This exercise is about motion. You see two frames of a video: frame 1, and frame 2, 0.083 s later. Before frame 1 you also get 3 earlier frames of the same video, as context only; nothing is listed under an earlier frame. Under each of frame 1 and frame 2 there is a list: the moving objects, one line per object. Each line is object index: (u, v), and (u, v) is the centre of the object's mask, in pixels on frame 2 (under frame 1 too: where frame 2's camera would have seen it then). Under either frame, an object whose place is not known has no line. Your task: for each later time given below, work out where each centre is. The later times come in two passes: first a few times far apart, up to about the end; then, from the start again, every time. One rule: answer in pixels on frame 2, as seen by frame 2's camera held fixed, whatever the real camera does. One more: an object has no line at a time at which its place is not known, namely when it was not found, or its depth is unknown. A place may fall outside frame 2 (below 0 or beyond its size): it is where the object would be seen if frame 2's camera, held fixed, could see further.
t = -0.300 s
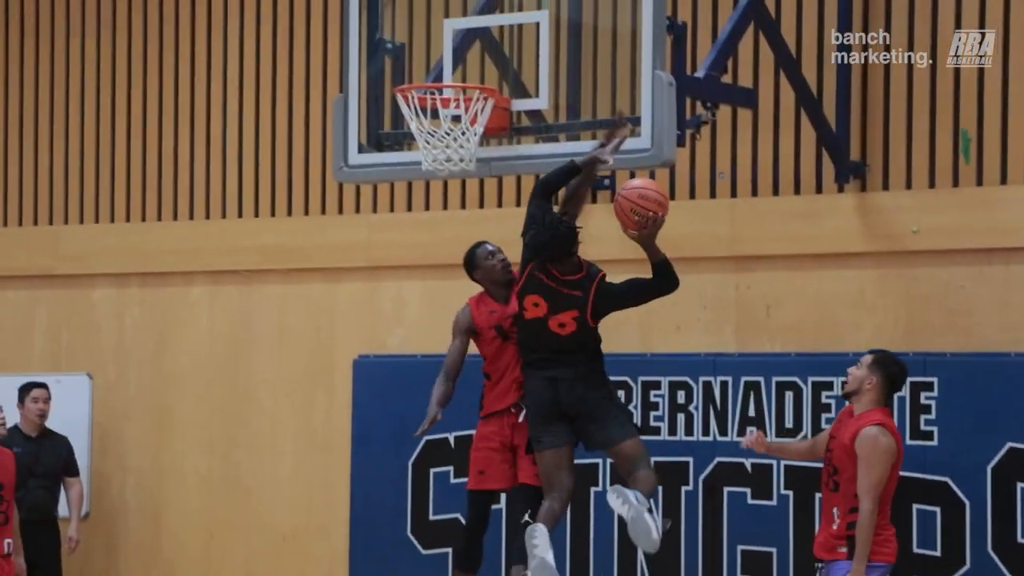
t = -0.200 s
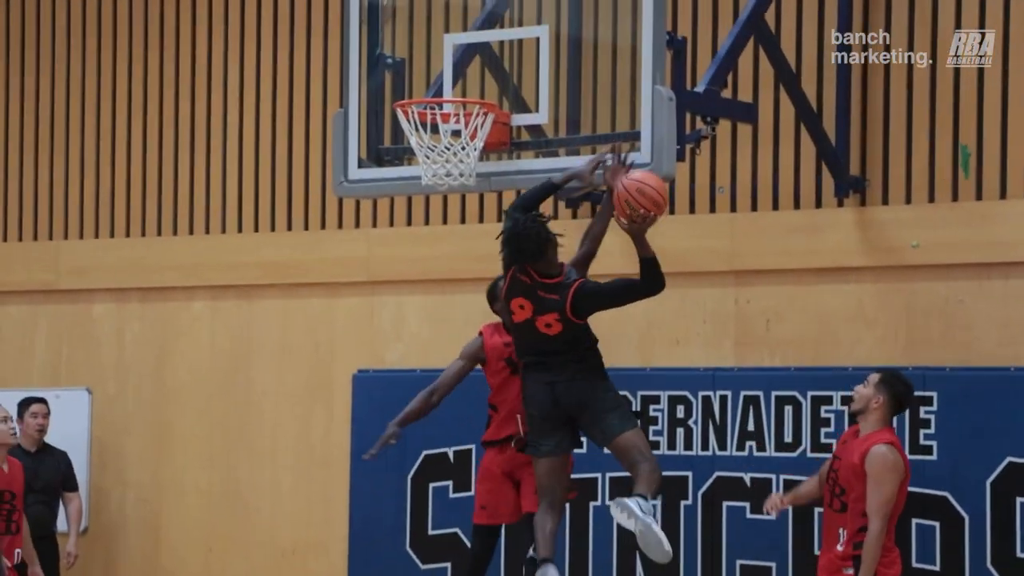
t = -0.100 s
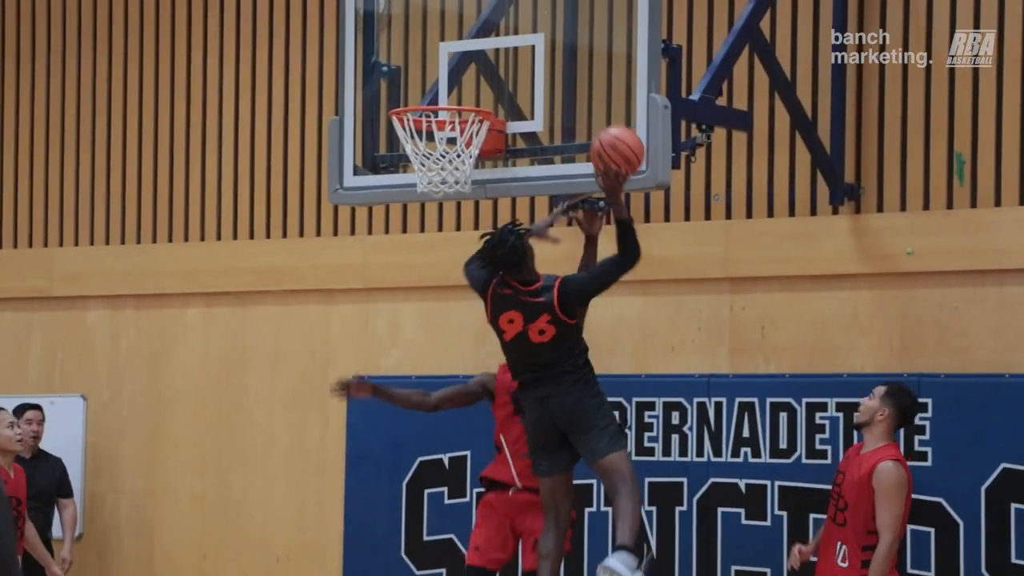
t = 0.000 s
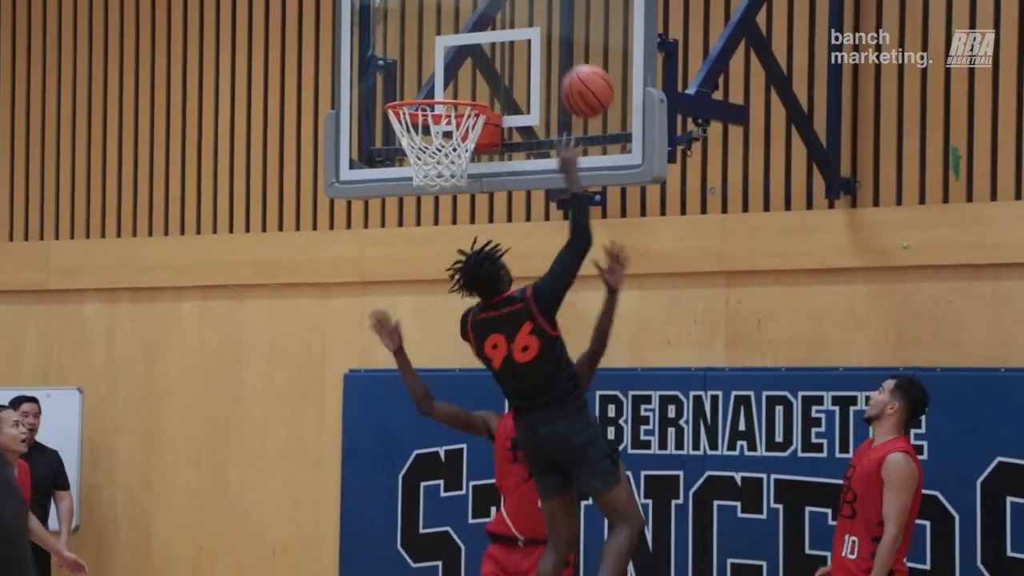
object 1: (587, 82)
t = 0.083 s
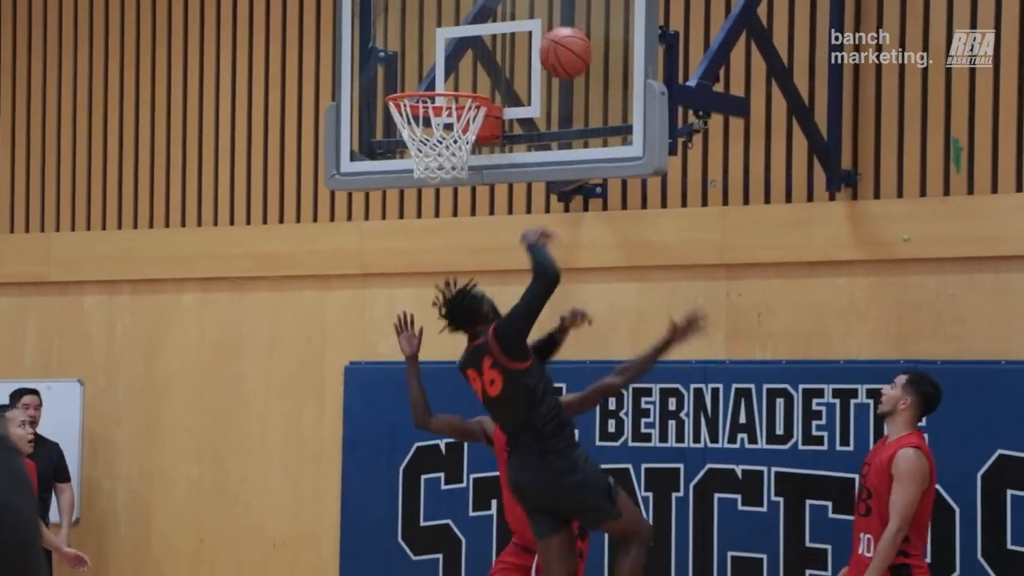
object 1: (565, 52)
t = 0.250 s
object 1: (505, 43)
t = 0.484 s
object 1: (409, 120)
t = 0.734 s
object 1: (443, 188)
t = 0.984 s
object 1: (451, 236)
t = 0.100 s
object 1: (561, 49)
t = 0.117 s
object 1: (557, 45)
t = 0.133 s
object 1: (552, 42)
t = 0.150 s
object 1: (548, 41)
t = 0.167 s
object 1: (541, 40)
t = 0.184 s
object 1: (534, 39)
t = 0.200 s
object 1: (526, 39)
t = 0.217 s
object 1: (520, 39)
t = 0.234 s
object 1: (512, 41)
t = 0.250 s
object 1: (505, 43)
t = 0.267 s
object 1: (497, 45)
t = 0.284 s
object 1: (490, 49)
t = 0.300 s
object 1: (483, 52)
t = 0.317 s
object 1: (476, 57)
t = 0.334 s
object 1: (469, 61)
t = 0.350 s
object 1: (462, 66)
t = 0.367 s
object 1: (455, 70)
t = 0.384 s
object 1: (447, 74)
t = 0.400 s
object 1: (439, 78)
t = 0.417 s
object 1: (432, 82)
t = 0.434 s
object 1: (422, 92)
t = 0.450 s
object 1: (416, 112)
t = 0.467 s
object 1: (411, 119)
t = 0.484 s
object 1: (409, 120)
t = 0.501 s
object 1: (408, 122)
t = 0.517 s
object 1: (408, 125)
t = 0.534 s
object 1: (412, 121)
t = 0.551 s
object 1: (413, 123)
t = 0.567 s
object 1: (414, 124)
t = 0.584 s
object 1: (415, 129)
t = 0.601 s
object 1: (418, 130)
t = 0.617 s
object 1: (421, 147)
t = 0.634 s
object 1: (424, 149)
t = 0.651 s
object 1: (427, 139)
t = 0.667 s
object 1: (436, 163)
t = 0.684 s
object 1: (433, 173)
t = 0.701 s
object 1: (436, 169)
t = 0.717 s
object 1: (440, 185)
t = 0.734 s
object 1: (443, 188)
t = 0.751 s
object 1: (445, 188)
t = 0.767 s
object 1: (446, 189)
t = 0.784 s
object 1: (447, 189)
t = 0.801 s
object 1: (447, 189)
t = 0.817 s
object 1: (447, 190)
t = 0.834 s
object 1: (448, 191)
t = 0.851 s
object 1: (448, 193)
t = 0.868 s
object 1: (448, 195)
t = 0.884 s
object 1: (448, 197)
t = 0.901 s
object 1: (449, 202)
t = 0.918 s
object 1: (449, 207)
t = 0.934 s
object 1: (450, 214)
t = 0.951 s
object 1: (450, 221)
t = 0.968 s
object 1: (451, 228)
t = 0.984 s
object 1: (451, 236)
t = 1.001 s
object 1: (452, 246)
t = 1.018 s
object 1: (452, 255)
